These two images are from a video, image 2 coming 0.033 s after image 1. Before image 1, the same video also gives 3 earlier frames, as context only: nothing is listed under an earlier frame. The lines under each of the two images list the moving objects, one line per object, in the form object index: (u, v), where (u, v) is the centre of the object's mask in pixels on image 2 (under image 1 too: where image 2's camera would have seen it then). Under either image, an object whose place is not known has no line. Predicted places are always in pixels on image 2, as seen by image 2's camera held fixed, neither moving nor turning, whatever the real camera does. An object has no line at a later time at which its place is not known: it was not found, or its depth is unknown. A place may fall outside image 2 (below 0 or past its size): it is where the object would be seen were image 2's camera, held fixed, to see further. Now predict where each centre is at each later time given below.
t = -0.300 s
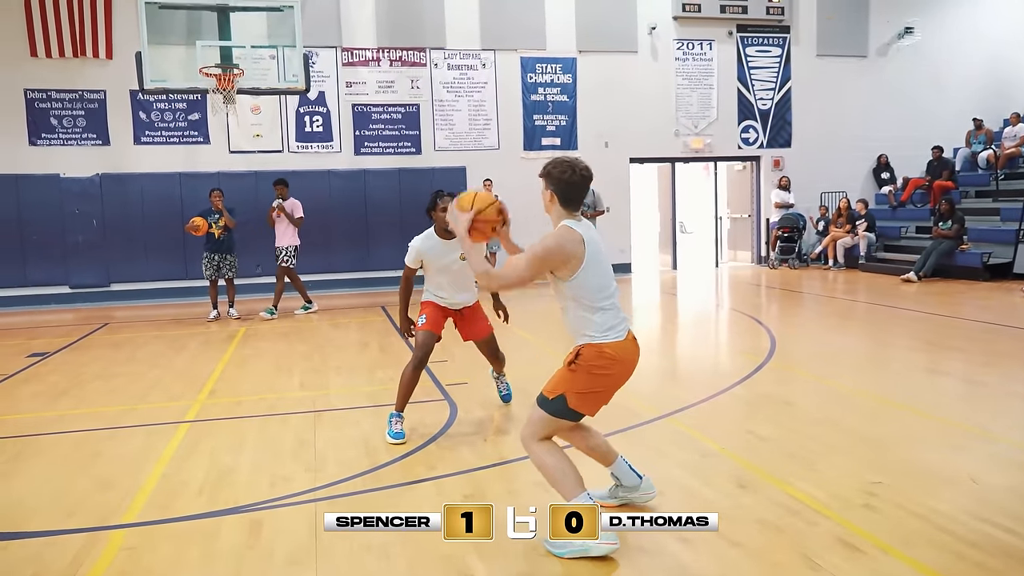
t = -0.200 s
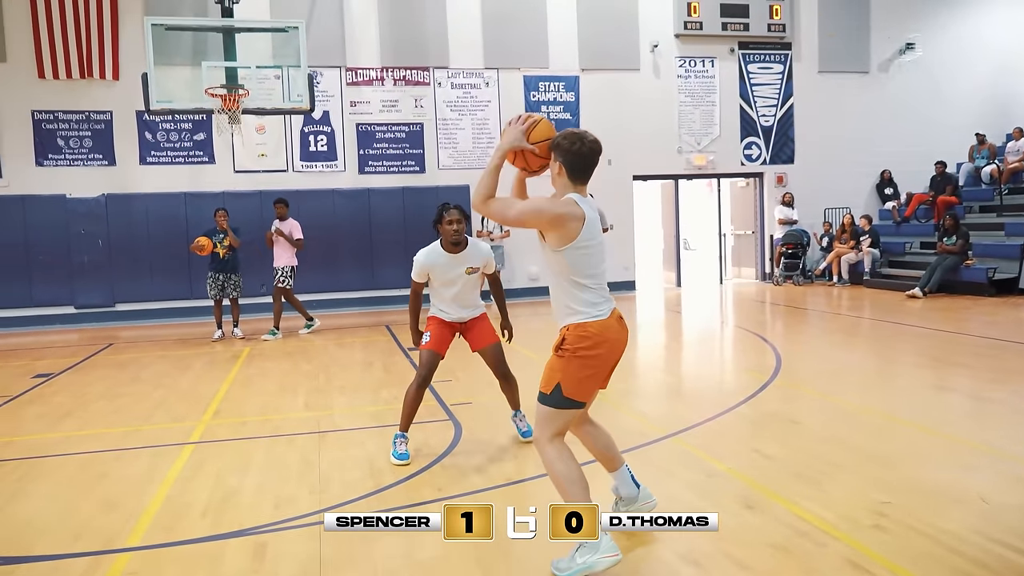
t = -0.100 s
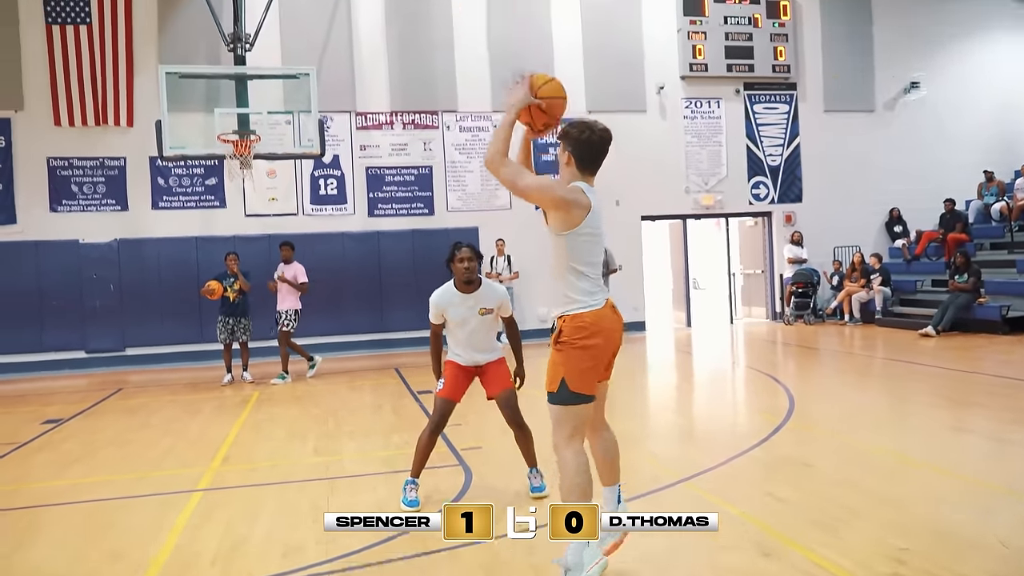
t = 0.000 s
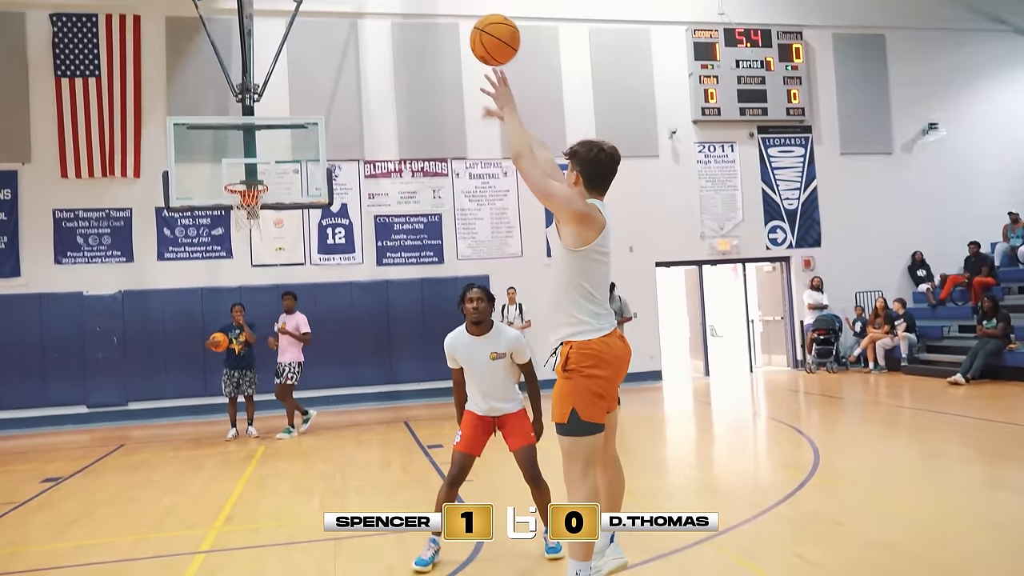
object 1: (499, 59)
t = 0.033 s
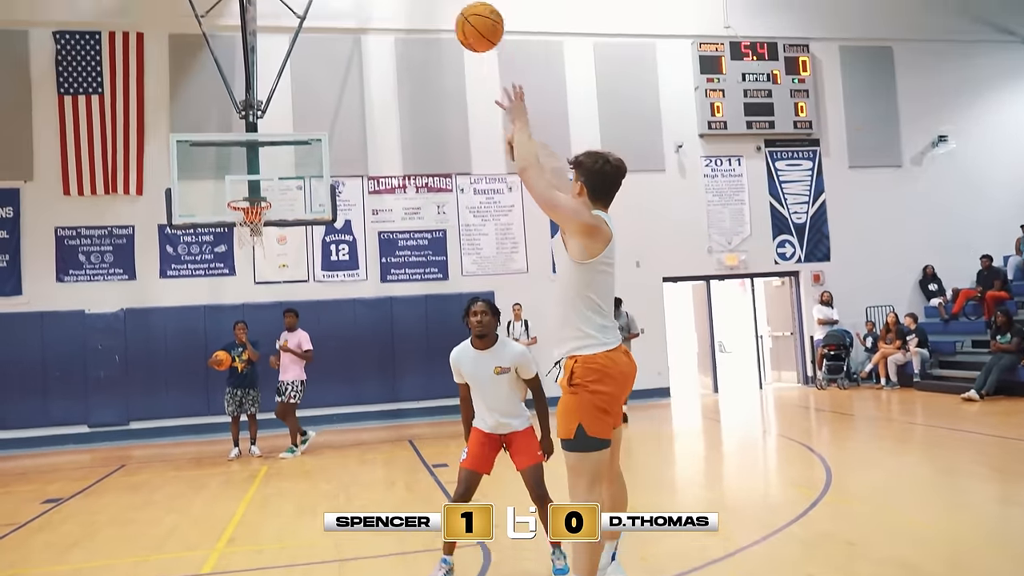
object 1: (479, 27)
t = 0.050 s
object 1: (469, 14)
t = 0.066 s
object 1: (460, 4)
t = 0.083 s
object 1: (452, -5)
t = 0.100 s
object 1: (443, -14)
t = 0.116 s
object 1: (435, -22)
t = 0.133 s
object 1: (428, -29)
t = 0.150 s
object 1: (422, -35)
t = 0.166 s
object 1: (415, -41)
